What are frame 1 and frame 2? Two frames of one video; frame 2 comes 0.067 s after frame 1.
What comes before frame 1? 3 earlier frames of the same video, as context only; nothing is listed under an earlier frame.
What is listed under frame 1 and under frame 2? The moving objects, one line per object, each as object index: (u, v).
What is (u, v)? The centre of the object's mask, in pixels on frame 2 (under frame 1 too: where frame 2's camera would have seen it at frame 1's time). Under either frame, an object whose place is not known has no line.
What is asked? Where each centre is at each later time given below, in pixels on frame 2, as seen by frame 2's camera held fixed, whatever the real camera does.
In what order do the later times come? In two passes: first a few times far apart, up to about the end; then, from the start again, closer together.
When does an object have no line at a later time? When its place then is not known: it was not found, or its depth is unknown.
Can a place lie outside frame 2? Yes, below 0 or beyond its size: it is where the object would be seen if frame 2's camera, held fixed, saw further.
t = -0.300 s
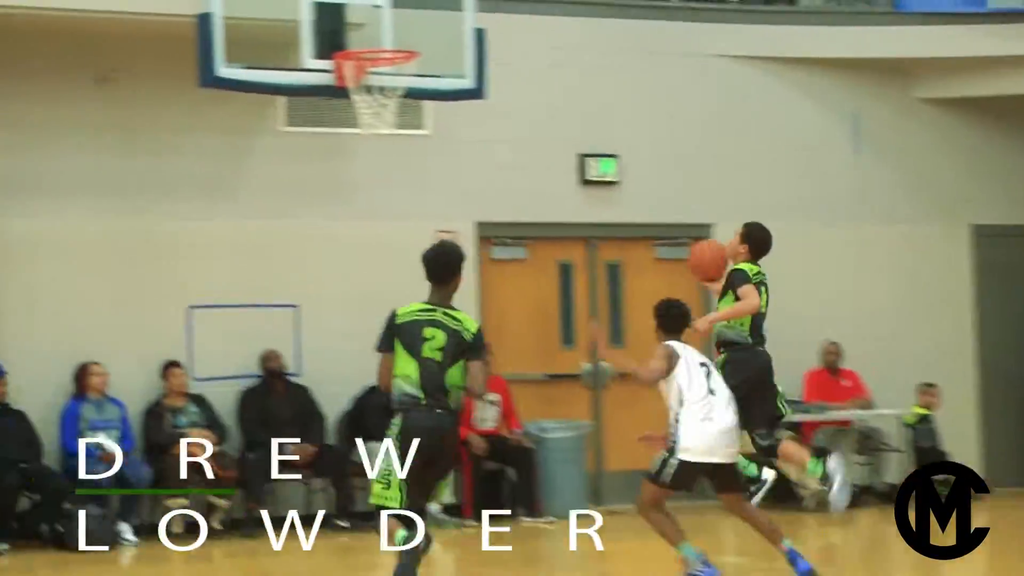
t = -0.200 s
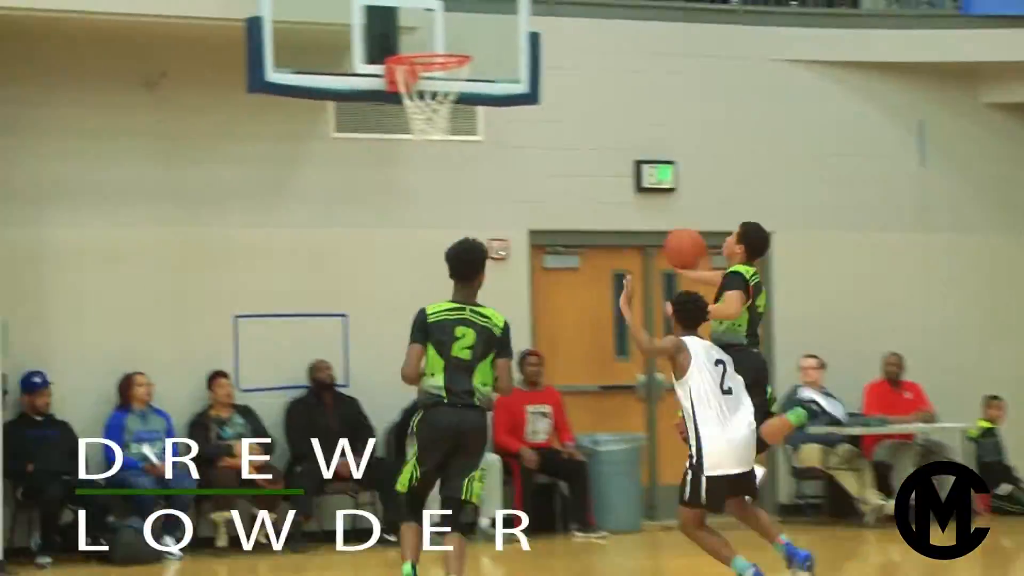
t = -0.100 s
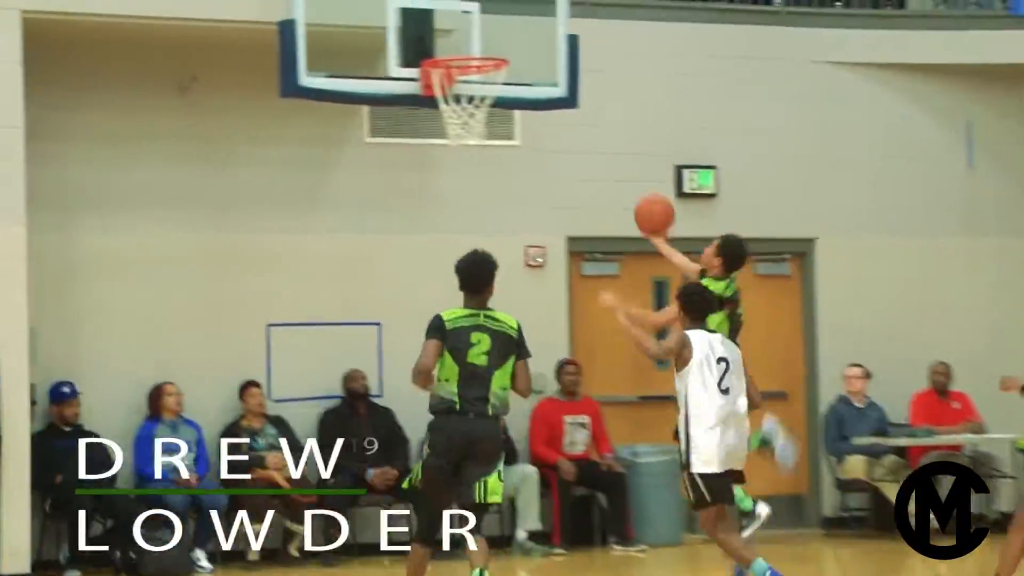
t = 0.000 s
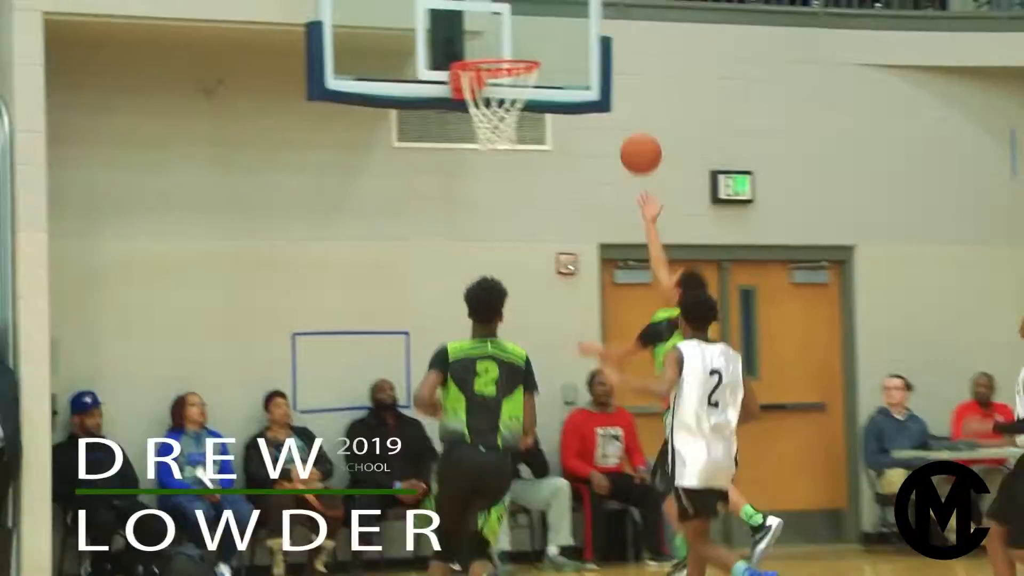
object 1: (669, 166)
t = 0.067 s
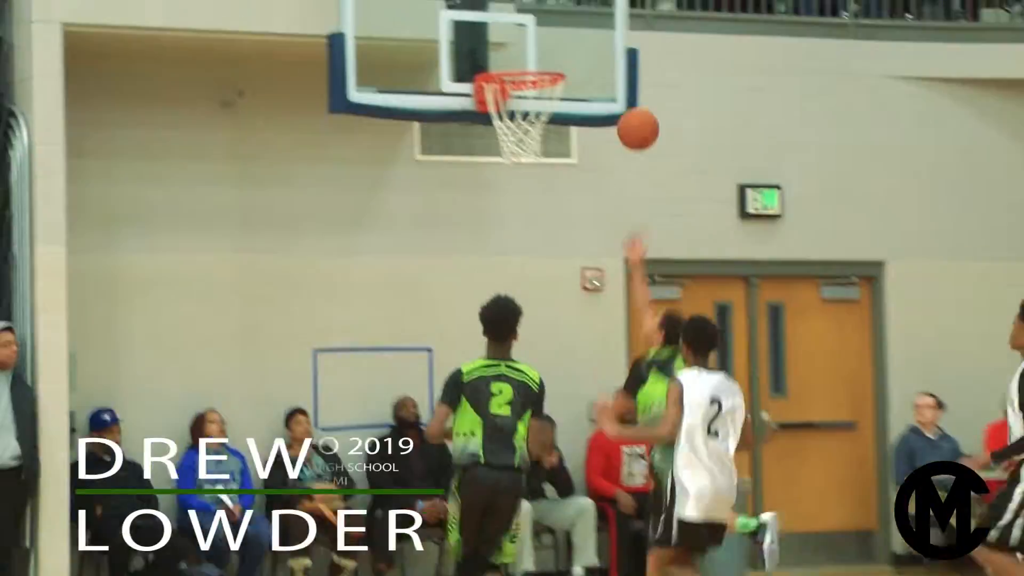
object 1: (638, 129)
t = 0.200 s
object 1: (580, 75)
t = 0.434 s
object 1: (526, 41)
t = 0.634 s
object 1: (522, 71)
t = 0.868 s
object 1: (536, 118)
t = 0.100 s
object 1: (623, 113)
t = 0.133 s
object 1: (609, 99)
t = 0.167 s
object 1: (594, 86)
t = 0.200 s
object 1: (580, 75)
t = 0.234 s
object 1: (566, 65)
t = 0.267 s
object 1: (551, 59)
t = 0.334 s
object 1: (531, 51)
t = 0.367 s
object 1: (529, 46)
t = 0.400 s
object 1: (527, 42)
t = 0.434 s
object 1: (526, 41)
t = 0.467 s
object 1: (524, 42)
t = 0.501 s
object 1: (523, 45)
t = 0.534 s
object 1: (522, 49)
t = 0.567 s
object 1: (521, 53)
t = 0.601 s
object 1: (519, 58)
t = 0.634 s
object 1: (522, 71)
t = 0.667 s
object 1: (525, 78)
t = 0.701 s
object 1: (528, 87)
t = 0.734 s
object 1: (531, 95)
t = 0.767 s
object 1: (534, 105)
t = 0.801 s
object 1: (537, 110)
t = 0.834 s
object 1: (538, 116)
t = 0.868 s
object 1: (536, 118)
